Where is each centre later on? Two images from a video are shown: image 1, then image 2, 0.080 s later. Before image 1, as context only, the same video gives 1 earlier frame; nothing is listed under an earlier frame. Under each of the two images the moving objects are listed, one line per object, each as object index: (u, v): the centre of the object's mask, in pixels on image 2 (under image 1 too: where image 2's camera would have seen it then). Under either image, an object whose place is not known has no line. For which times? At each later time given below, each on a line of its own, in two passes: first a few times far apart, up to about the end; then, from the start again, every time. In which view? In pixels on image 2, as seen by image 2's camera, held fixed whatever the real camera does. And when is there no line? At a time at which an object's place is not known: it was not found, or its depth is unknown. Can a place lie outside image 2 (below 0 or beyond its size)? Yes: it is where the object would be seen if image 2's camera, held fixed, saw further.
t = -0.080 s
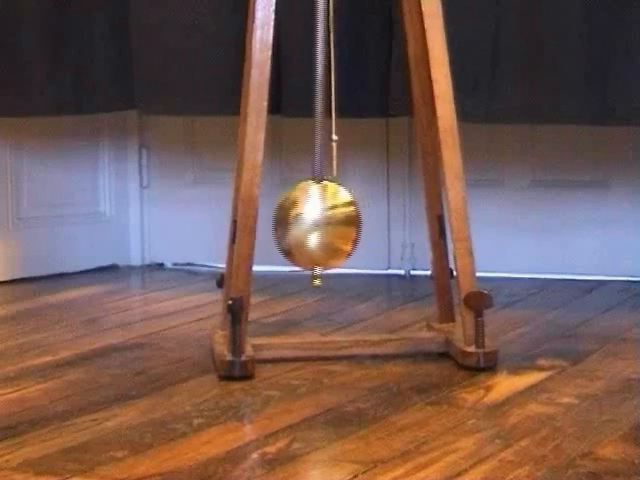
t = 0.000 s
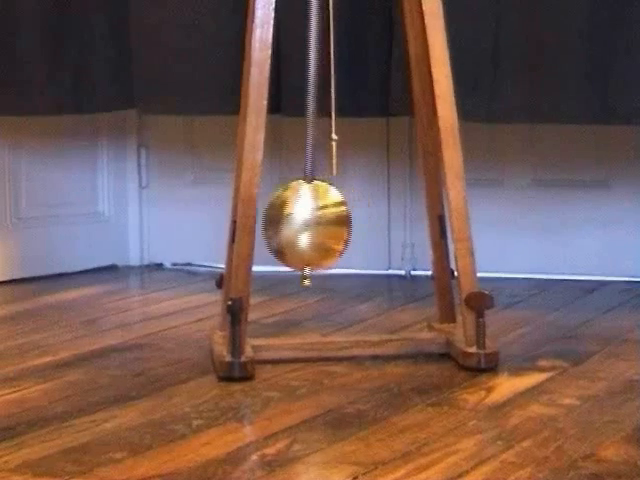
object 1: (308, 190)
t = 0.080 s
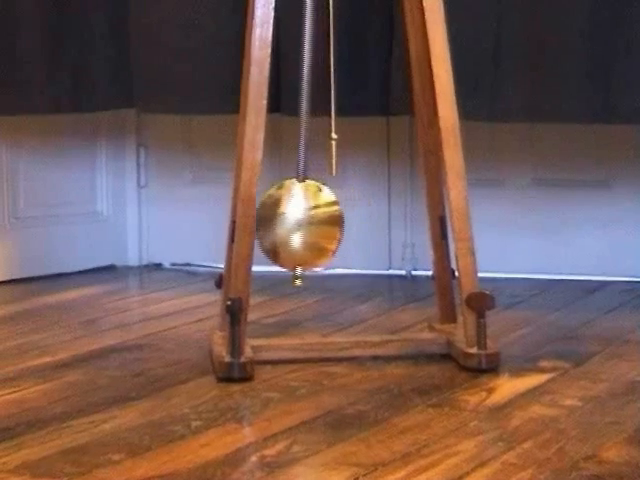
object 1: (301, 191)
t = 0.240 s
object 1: (295, 193)
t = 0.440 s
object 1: (300, 195)
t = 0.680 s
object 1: (326, 194)
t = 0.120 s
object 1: (298, 194)
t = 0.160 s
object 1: (297, 193)
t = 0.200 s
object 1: (295, 193)
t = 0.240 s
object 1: (295, 193)
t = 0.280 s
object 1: (295, 193)
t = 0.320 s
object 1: (295, 193)
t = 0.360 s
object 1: (296, 195)
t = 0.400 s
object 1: (298, 195)
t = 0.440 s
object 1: (300, 195)
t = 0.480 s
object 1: (303, 195)
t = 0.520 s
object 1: (306, 196)
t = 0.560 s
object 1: (311, 196)
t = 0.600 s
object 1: (316, 196)
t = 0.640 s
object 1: (321, 197)
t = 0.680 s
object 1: (326, 194)
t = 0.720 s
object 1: (332, 198)
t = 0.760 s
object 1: (337, 194)
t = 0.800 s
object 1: (343, 193)
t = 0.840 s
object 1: (348, 195)
